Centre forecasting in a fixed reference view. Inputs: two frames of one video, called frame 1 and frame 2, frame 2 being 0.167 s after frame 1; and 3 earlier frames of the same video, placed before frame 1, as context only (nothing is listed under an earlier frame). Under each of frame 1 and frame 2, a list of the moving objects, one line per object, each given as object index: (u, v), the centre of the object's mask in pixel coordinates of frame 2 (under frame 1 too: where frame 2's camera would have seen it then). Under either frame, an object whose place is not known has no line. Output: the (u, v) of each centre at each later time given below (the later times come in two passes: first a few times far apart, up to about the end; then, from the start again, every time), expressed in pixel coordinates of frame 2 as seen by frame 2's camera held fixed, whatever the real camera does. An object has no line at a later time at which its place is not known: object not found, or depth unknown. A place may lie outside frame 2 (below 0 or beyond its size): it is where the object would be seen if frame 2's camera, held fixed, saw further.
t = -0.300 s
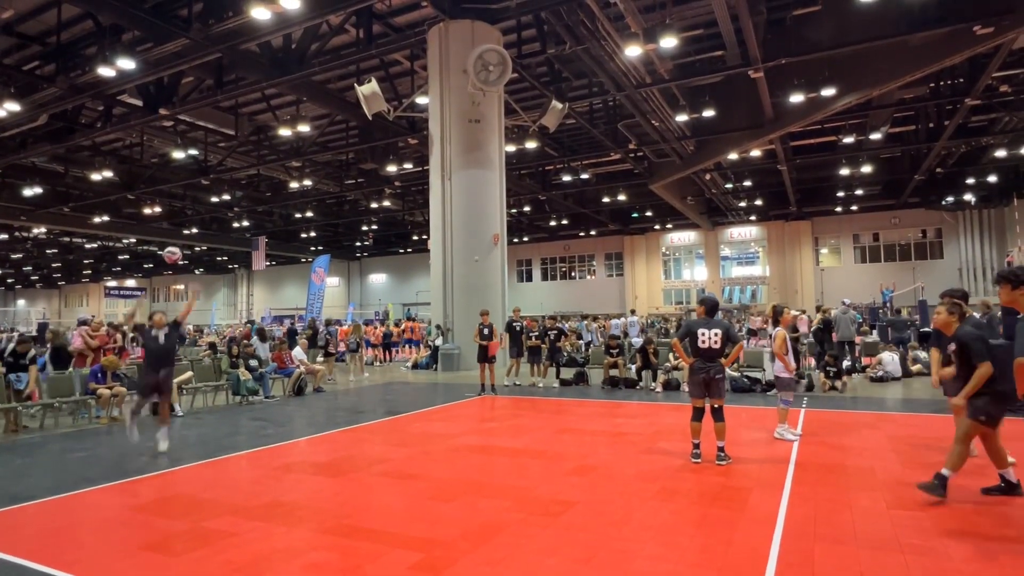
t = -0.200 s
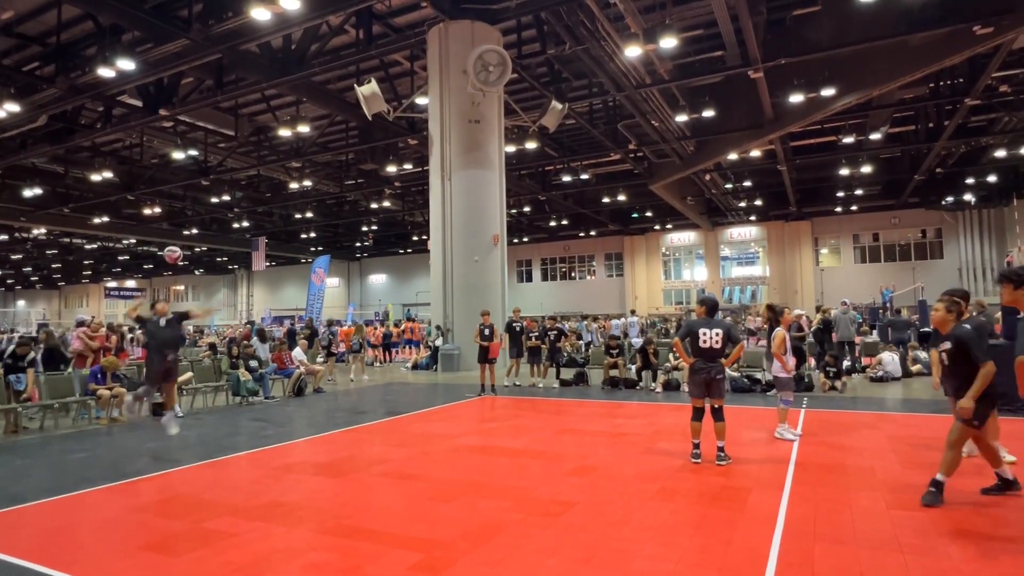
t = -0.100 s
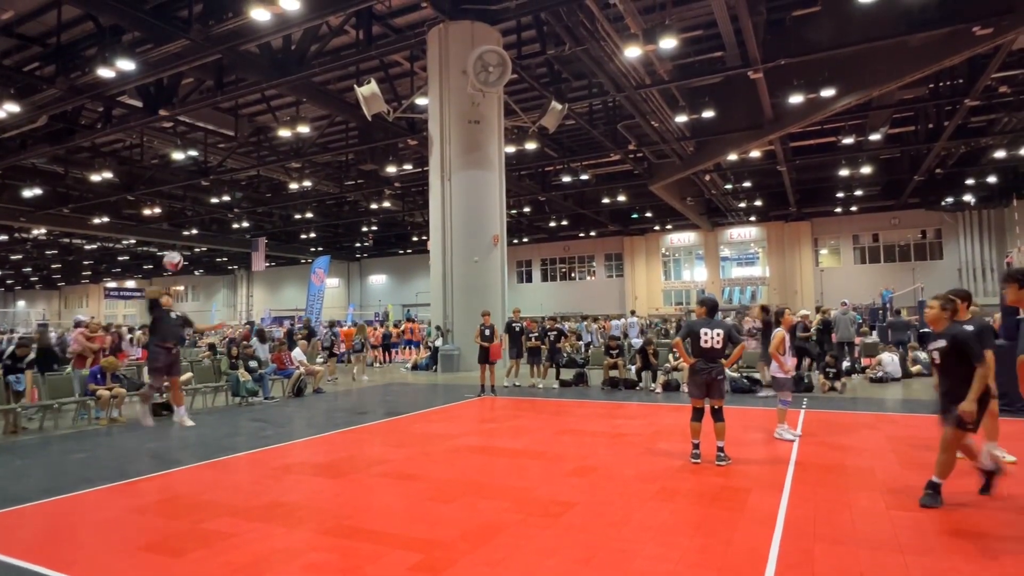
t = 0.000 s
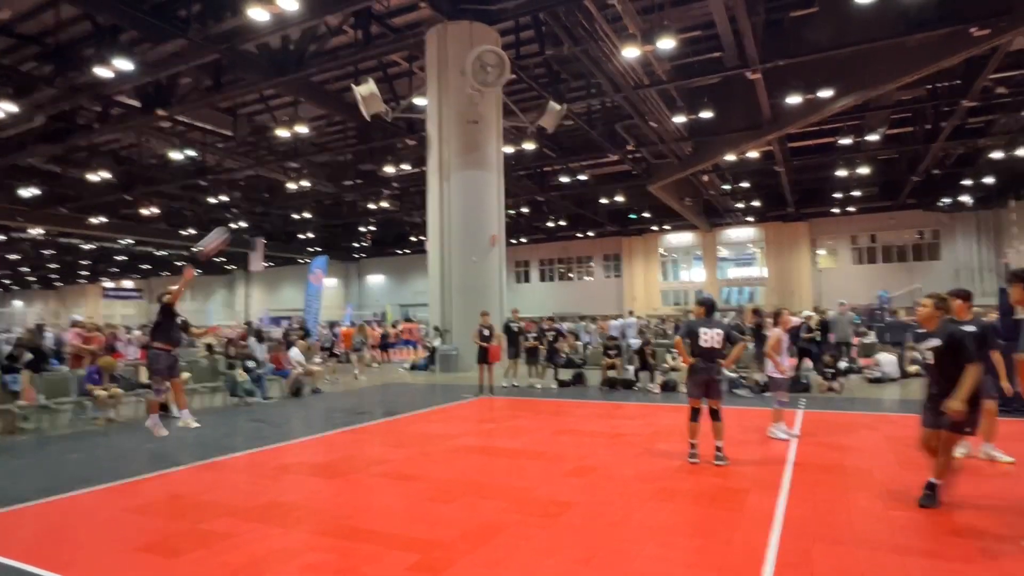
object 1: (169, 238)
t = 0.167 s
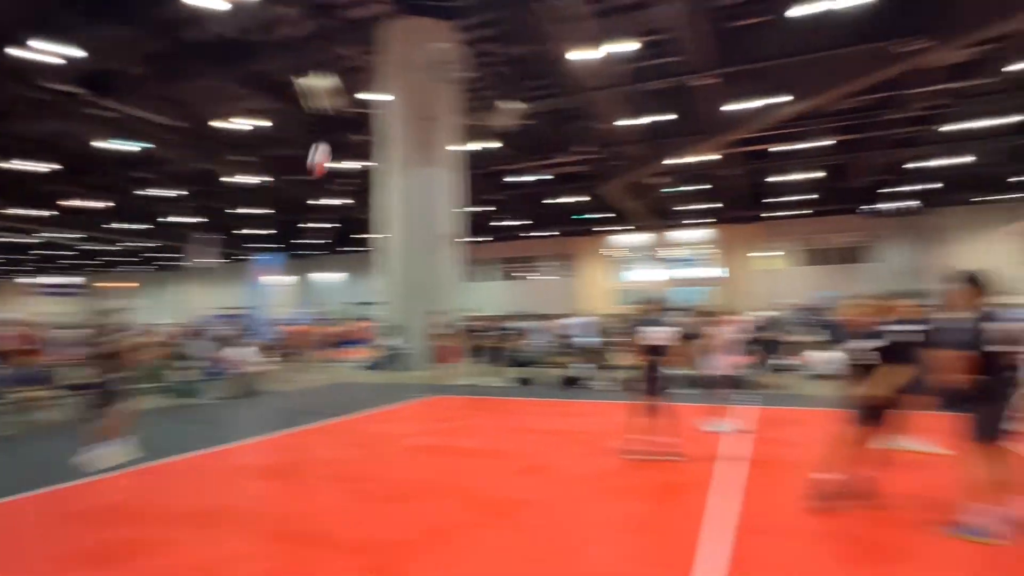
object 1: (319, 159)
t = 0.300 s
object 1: (477, 99)
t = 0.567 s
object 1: (938, 10)
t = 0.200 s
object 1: (355, 143)
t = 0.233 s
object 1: (392, 126)
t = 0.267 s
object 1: (434, 112)
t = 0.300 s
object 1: (477, 99)
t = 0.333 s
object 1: (525, 85)
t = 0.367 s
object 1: (573, 73)
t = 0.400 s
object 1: (627, 60)
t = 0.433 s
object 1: (682, 47)
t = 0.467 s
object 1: (738, 37)
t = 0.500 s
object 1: (799, 29)
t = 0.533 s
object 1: (868, 19)
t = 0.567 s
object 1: (938, 10)
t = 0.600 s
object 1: (1012, 3)
